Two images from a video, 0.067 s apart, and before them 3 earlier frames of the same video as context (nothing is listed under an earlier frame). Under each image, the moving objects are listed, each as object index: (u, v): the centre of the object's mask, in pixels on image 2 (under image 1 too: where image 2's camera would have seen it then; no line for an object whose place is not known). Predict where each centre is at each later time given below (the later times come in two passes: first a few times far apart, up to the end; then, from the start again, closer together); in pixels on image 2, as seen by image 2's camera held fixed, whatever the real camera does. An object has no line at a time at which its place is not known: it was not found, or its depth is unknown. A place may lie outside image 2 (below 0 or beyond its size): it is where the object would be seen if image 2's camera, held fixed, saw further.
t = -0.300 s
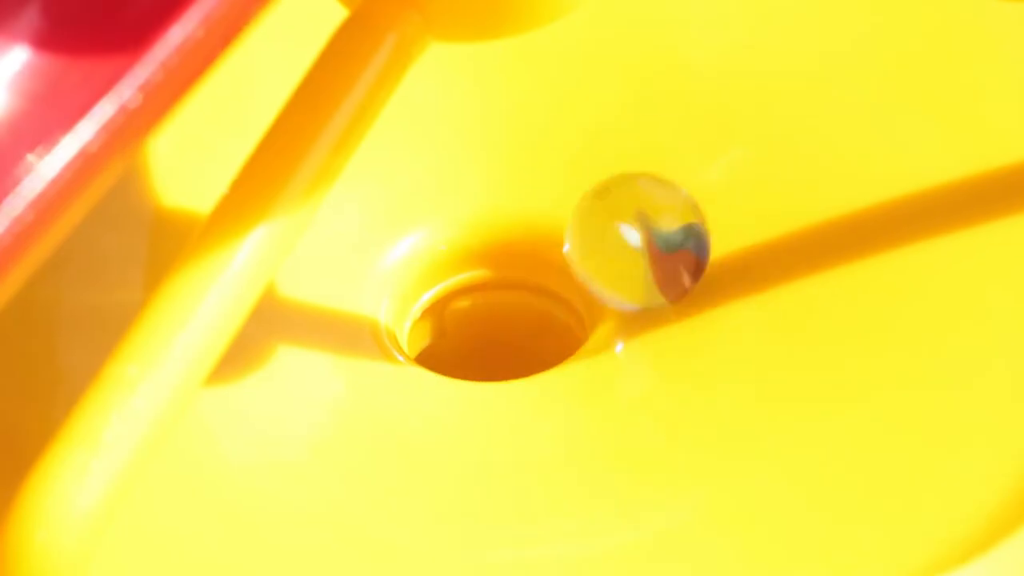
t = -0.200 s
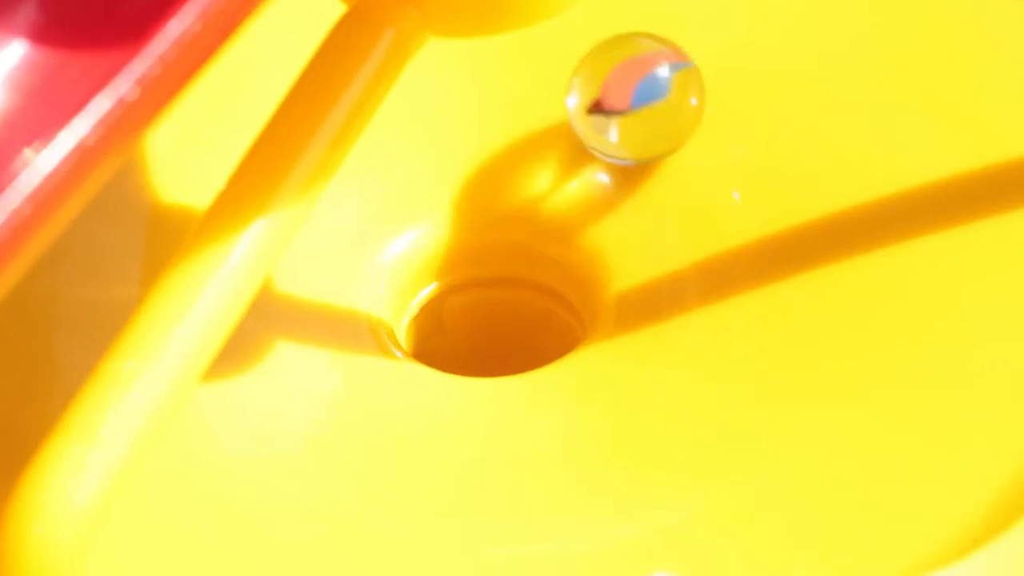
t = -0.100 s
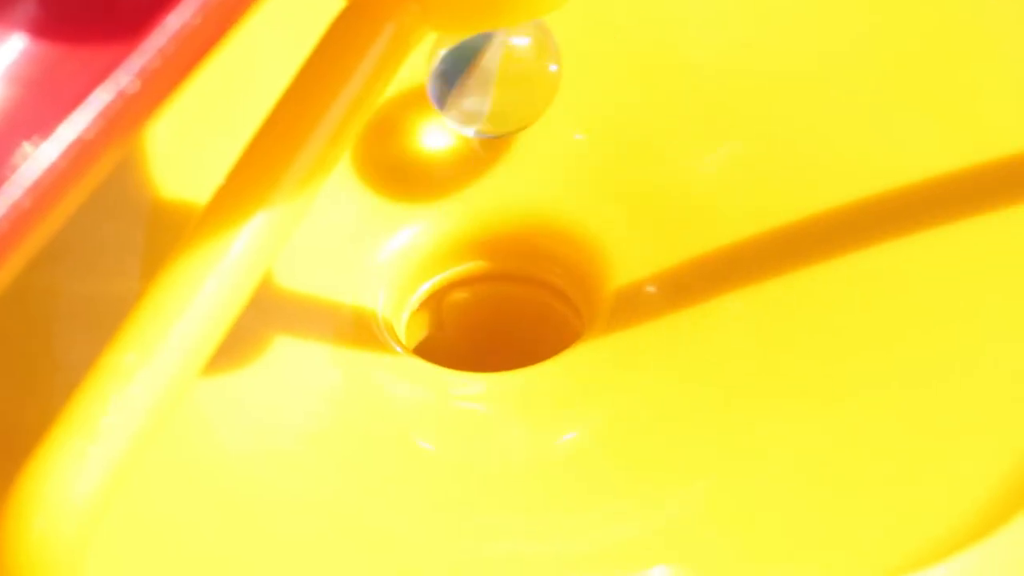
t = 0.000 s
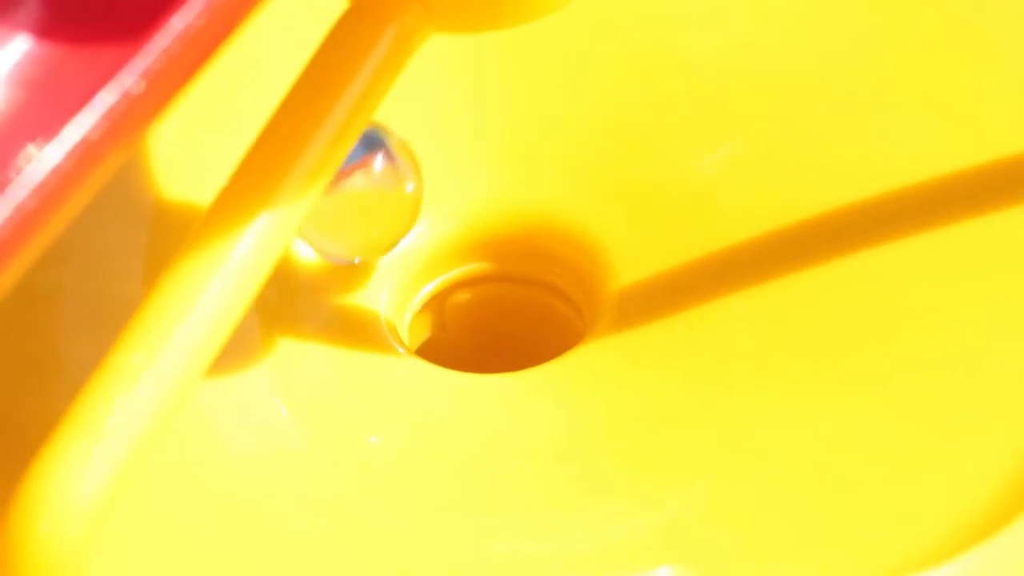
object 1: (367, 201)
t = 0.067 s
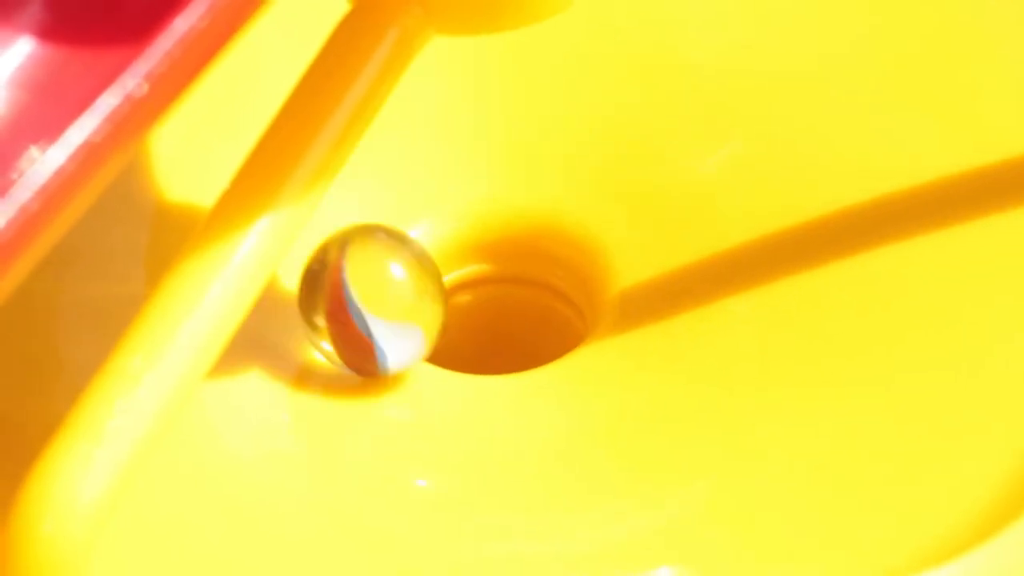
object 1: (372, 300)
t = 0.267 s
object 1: (632, 217)
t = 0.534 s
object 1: (337, 216)
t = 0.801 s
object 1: (654, 163)
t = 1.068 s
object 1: (345, 291)
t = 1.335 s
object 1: (552, 96)
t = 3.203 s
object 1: (499, 322)
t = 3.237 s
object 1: (486, 322)
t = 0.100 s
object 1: (423, 331)
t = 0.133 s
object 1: (486, 339)
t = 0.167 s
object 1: (546, 330)
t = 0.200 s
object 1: (598, 306)
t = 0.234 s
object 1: (629, 265)
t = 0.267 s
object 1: (632, 217)
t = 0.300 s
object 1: (609, 171)
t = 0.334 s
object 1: (563, 131)
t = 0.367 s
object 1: (508, 104)
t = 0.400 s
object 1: (450, 95)
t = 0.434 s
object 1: (410, 113)
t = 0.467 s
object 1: (377, 142)
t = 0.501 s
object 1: (350, 177)
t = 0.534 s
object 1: (337, 216)
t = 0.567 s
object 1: (343, 253)
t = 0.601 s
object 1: (396, 292)
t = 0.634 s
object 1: (475, 314)
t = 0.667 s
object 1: (554, 304)
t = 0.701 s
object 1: (620, 274)
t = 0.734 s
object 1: (658, 234)
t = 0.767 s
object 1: (669, 196)
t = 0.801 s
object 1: (654, 163)
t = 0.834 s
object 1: (617, 141)
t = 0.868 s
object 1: (557, 130)
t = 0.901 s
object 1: (489, 134)
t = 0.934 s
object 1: (421, 152)
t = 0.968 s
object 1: (374, 189)
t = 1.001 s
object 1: (343, 228)
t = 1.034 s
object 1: (332, 263)
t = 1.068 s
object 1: (345, 291)
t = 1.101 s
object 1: (394, 314)
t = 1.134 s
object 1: (462, 319)
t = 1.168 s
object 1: (532, 304)
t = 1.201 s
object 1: (585, 265)
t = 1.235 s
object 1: (611, 211)
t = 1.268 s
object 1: (610, 160)
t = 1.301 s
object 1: (588, 120)
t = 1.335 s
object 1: (552, 96)
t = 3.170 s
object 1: (477, 302)
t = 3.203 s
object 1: (499, 322)
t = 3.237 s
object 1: (486, 322)
